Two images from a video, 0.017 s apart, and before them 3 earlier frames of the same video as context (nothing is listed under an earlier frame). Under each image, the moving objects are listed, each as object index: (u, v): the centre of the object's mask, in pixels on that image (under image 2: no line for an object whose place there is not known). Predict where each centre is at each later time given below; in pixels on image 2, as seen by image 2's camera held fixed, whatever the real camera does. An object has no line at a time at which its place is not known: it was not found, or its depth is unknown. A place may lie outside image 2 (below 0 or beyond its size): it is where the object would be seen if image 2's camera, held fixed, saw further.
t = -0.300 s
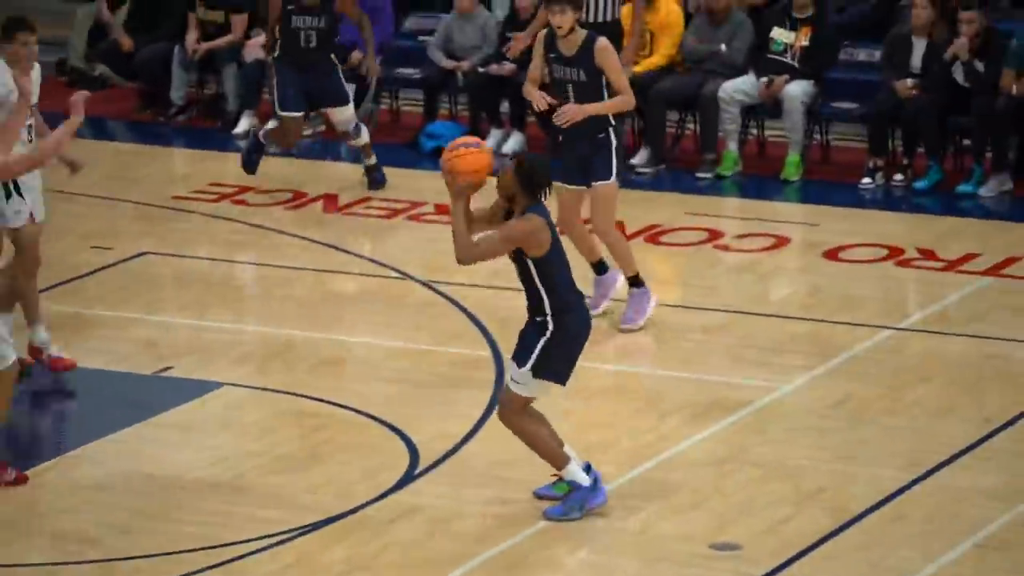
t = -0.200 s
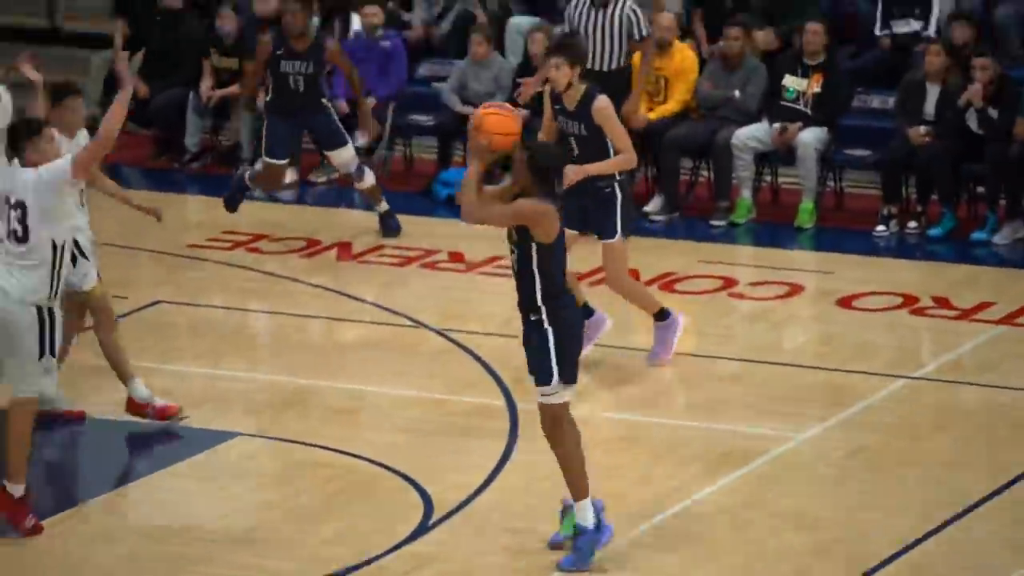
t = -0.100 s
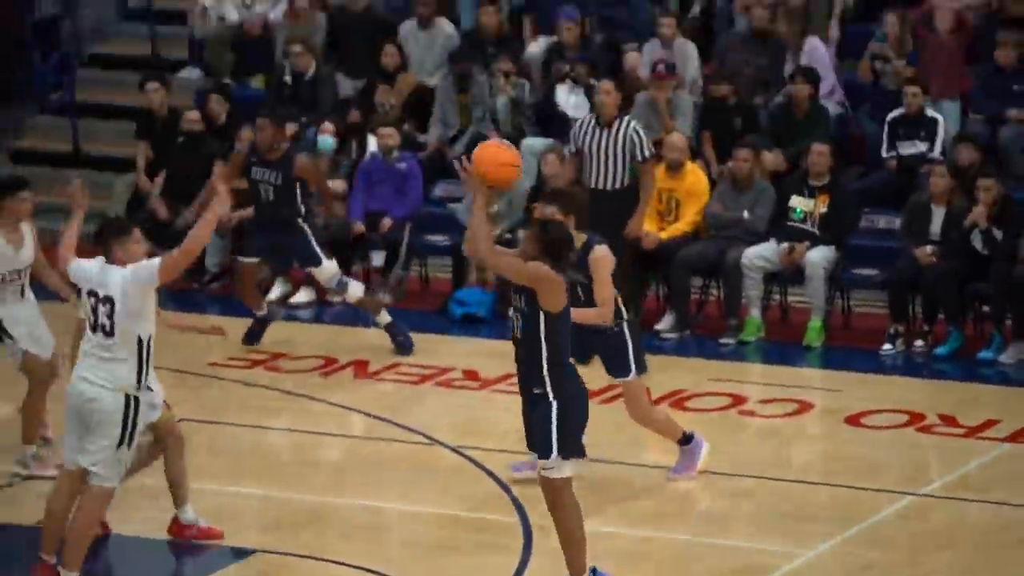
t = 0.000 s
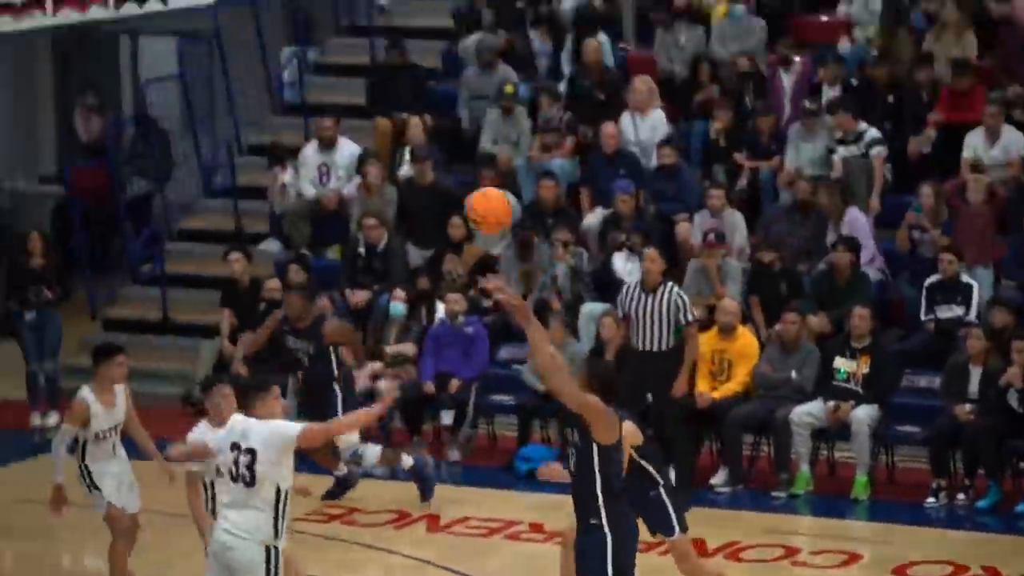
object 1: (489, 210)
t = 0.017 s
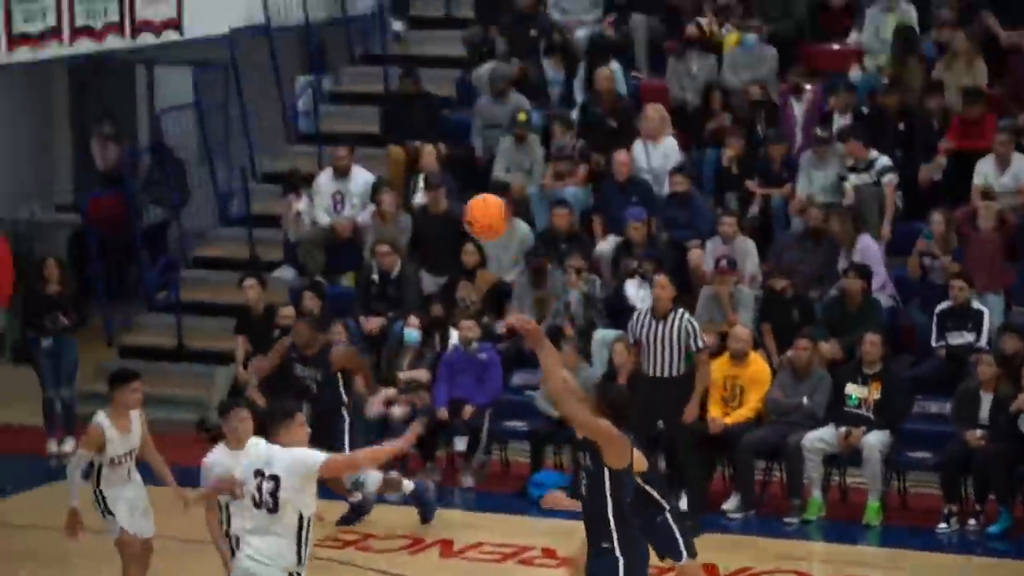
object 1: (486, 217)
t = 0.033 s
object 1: (471, 198)
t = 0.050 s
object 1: (456, 178)
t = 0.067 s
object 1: (440, 160)
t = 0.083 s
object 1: (424, 141)
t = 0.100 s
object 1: (408, 125)
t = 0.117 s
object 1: (393, 107)
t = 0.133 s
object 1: (378, 90)
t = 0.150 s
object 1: (364, 75)
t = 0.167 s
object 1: (348, 59)
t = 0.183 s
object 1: (333, 45)
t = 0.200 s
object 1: (318, 31)
